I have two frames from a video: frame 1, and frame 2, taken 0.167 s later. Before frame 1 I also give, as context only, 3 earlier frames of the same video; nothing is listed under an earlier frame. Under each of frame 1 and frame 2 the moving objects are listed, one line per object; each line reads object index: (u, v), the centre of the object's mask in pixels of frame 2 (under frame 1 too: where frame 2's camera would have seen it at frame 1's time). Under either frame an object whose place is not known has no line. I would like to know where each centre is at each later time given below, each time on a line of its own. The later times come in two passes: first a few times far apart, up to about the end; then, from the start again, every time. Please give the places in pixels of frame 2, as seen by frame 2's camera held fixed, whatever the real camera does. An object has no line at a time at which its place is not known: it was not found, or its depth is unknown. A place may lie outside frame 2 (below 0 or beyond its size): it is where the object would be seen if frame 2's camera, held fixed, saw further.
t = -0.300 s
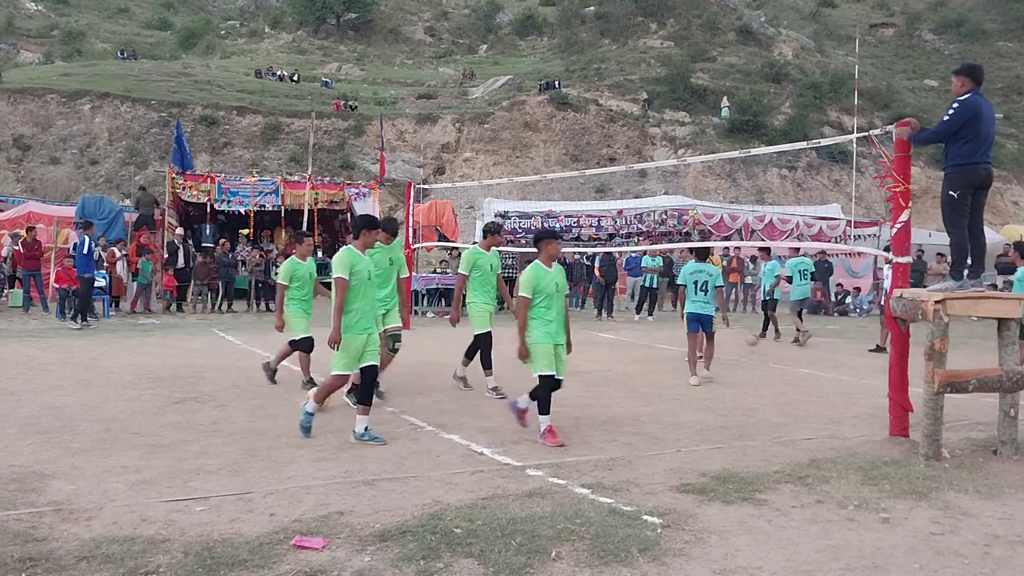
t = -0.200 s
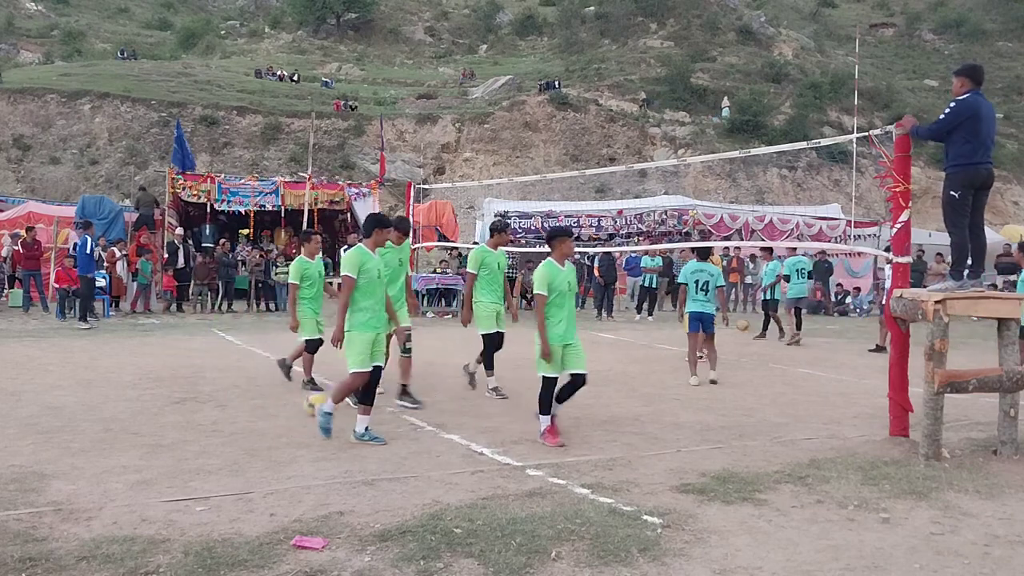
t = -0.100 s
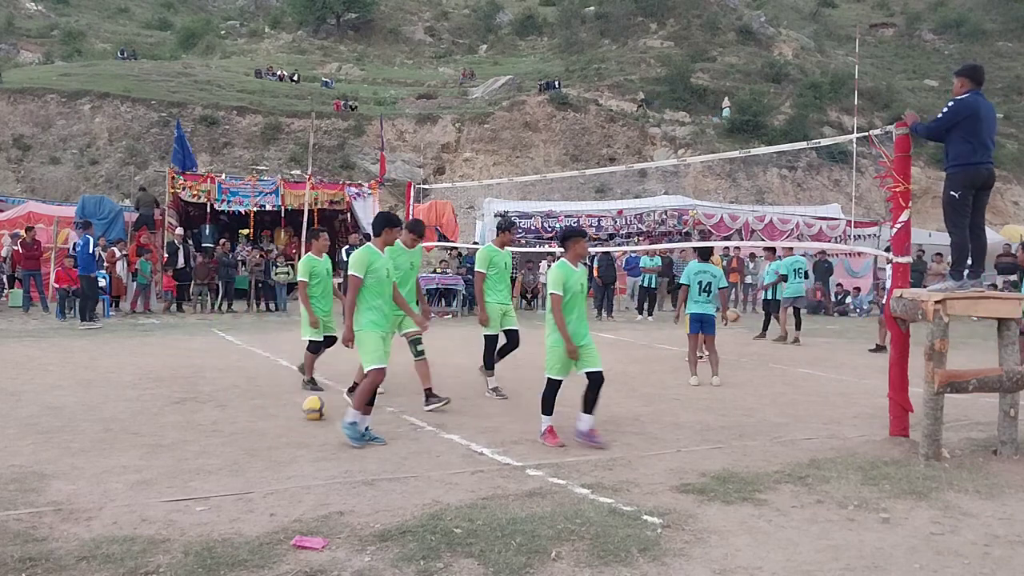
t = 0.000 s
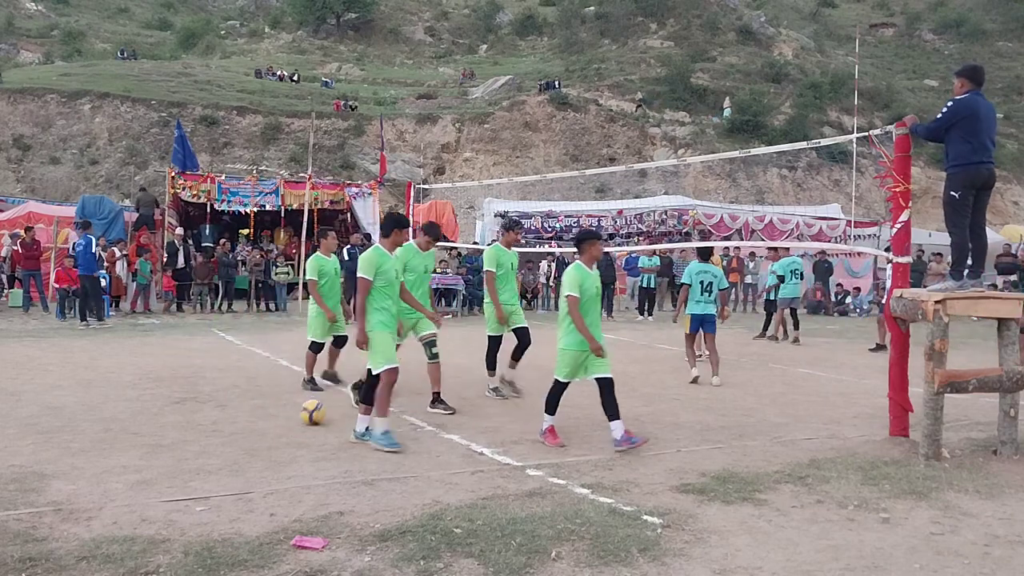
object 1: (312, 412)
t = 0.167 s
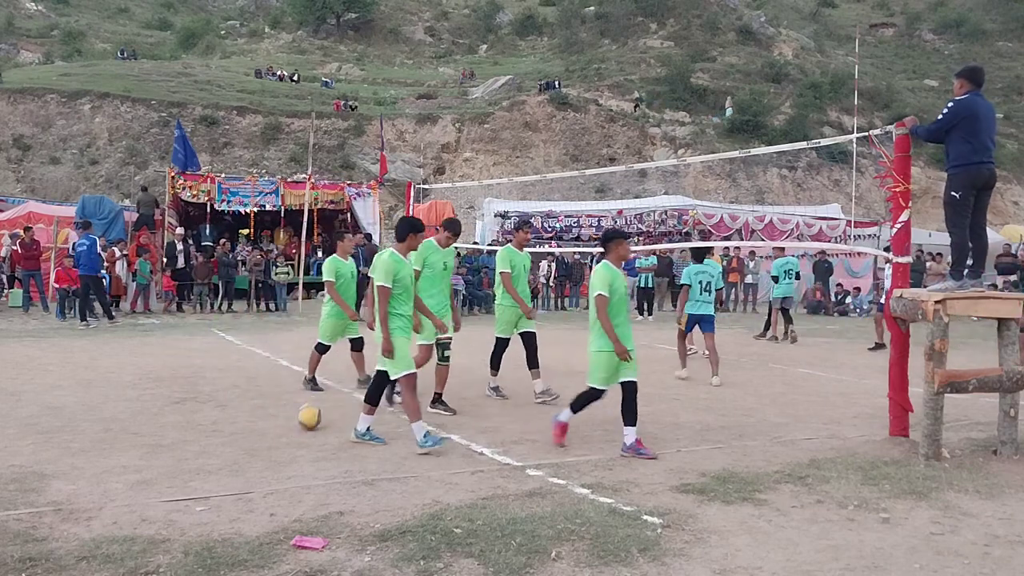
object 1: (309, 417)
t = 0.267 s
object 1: (306, 421)
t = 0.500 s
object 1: (301, 429)
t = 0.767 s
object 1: (291, 439)
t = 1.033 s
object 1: (283, 450)
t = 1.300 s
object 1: (273, 463)
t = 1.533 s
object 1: (263, 473)
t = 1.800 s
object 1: (247, 487)
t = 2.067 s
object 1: (228, 501)
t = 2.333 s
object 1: (204, 517)
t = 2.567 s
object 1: (176, 526)
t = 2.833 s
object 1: (140, 544)
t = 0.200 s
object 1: (308, 419)
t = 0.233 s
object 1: (307, 419)
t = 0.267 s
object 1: (306, 421)
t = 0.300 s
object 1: (305, 422)
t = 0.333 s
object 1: (304, 423)
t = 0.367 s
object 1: (304, 425)
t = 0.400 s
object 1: (303, 424)
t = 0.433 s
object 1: (303, 424)
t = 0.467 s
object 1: (302, 426)
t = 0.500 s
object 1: (301, 429)
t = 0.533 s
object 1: (300, 430)
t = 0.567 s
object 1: (298, 430)
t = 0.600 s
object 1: (296, 431)
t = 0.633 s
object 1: (295, 434)
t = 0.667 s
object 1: (293, 436)
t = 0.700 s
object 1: (292, 435)
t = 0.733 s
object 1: (292, 437)
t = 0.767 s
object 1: (291, 439)
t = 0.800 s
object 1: (290, 441)
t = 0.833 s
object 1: (289, 443)
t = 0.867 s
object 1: (288, 444)
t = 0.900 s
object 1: (286, 446)
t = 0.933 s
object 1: (286, 447)
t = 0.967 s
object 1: (285, 448)
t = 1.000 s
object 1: (284, 449)
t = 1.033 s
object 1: (283, 450)
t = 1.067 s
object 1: (282, 452)
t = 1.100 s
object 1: (281, 454)
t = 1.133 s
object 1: (280, 456)
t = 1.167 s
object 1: (279, 457)
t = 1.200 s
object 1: (277, 459)
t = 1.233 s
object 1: (276, 460)
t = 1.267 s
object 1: (275, 461)
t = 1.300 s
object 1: (273, 463)
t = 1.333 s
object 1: (272, 464)
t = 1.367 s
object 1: (271, 466)
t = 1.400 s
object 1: (269, 468)
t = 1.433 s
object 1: (268, 469)
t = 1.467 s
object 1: (266, 471)
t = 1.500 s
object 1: (265, 472)
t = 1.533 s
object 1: (263, 473)
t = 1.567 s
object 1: (261, 475)
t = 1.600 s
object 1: (259, 477)
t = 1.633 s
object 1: (257, 478)
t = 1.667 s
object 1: (255, 480)
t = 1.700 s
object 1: (253, 481)
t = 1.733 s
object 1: (250, 482)
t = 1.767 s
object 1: (249, 484)
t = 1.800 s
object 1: (247, 487)
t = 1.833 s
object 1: (245, 488)
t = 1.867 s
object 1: (242, 490)
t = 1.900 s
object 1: (240, 493)
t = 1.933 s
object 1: (238, 493)
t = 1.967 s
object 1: (236, 495)
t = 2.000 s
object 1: (233, 498)
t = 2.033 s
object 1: (231, 499)
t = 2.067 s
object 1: (228, 501)
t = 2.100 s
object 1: (225, 504)
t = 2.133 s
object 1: (223, 506)
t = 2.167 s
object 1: (220, 508)
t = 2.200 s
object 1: (218, 512)
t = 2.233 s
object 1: (215, 511)
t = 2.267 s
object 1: (212, 513)
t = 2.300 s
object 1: (208, 516)
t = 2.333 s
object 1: (204, 517)
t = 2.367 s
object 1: (200, 517)
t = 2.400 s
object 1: (197, 519)
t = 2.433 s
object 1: (193, 519)
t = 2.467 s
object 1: (189, 520)
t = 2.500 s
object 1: (185, 522)
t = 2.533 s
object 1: (181, 523)
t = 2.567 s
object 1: (176, 526)
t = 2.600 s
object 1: (172, 528)
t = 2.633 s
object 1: (167, 531)
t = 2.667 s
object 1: (163, 533)
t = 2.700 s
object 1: (158, 535)
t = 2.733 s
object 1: (154, 539)
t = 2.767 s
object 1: (149, 539)
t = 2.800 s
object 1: (144, 541)
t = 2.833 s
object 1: (140, 544)
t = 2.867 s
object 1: (135, 546)
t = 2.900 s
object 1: (130, 549)
